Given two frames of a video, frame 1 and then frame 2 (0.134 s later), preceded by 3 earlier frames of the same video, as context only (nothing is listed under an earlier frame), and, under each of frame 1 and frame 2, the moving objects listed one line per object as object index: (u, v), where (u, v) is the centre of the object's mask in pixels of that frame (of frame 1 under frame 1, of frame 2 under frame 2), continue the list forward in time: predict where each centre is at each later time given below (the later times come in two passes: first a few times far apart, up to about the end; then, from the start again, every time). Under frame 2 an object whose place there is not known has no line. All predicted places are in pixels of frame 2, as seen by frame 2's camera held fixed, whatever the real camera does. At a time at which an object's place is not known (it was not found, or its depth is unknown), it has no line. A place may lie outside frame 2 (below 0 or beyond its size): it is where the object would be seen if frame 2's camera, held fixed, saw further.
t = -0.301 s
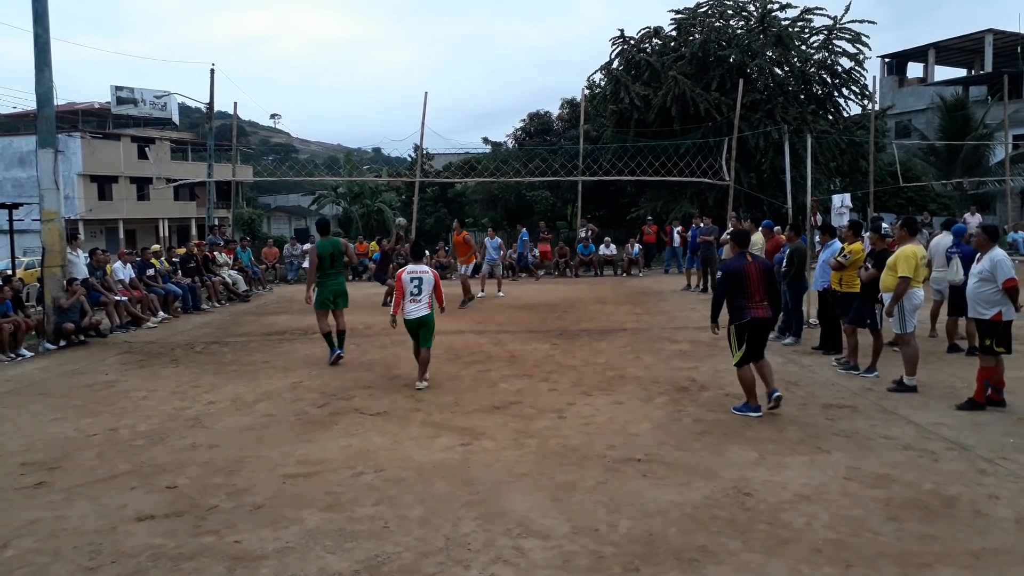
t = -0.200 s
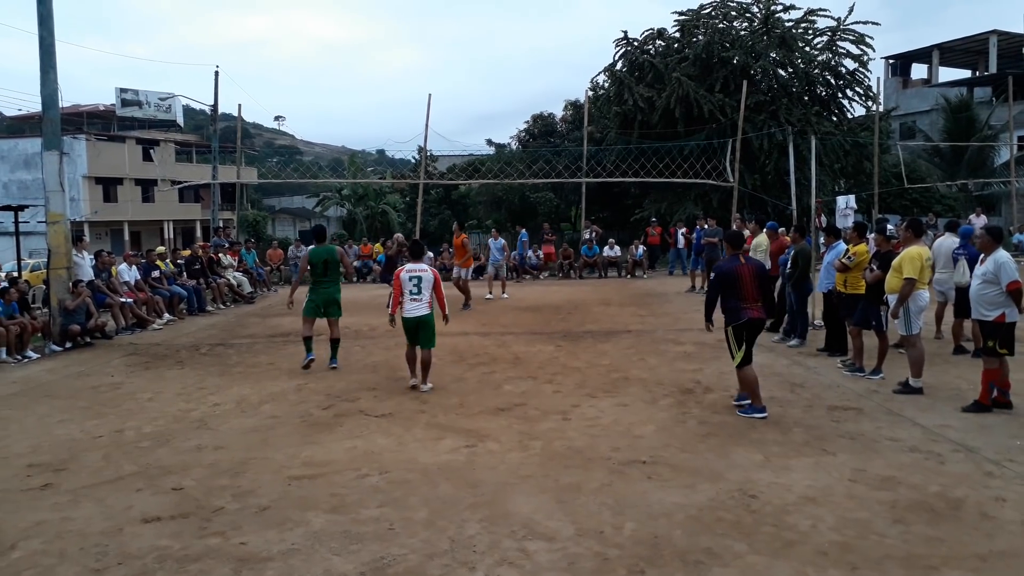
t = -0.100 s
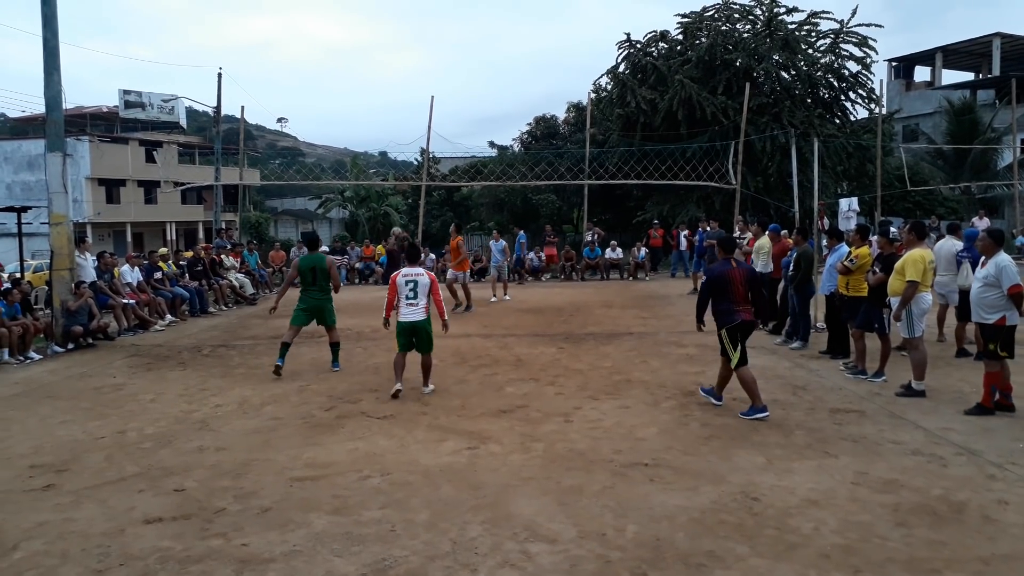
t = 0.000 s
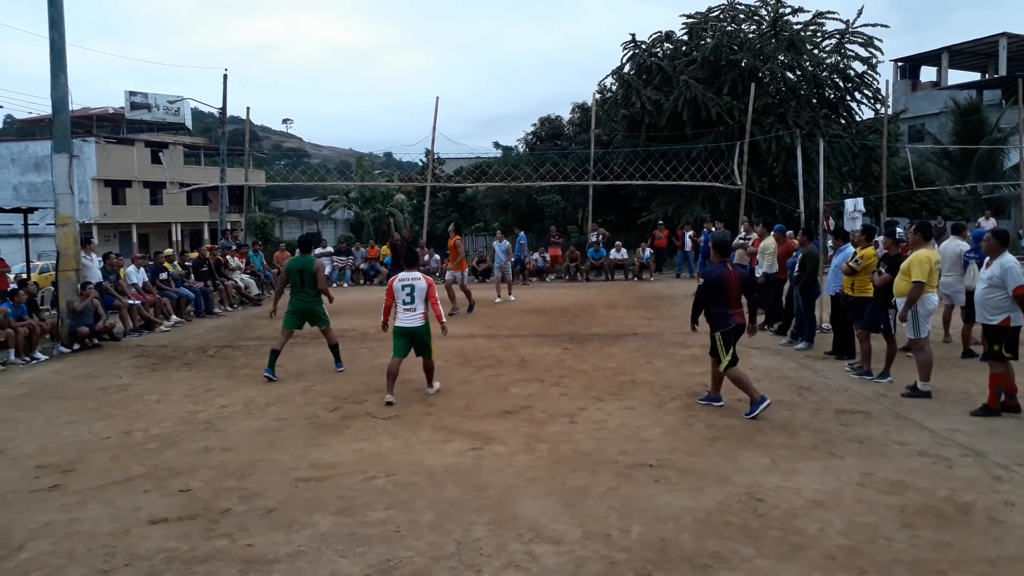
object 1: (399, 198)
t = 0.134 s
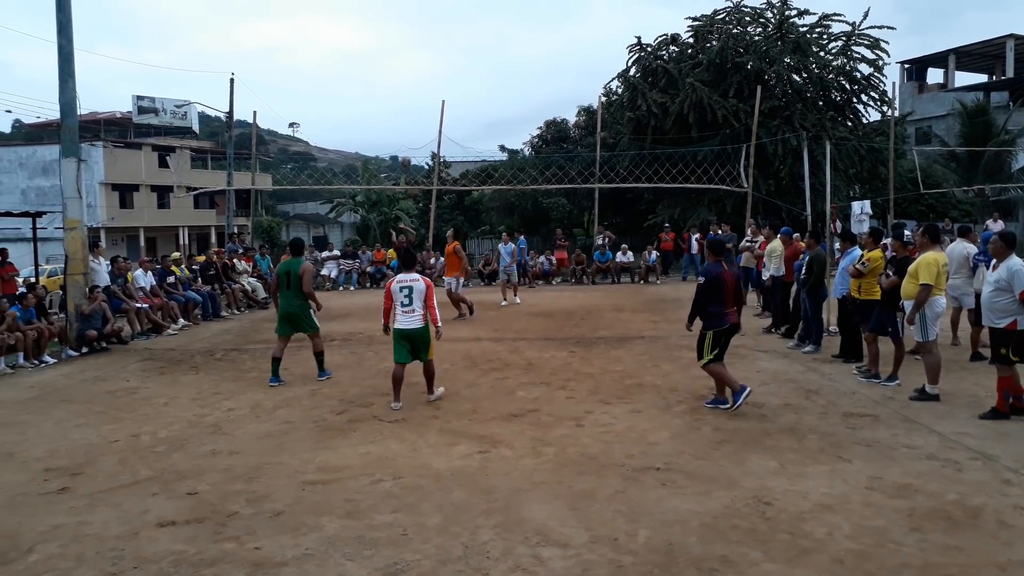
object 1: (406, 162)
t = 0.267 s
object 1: (406, 127)
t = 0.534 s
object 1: (407, 82)
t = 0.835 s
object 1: (411, 75)
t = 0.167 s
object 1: (405, 152)
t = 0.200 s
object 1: (406, 143)
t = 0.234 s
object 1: (406, 135)
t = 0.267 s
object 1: (406, 127)
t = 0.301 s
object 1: (406, 119)
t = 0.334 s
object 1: (406, 113)
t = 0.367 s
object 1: (406, 106)
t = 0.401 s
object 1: (406, 100)
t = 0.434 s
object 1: (406, 95)
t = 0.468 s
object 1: (406, 90)
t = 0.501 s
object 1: (407, 86)
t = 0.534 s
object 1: (407, 82)
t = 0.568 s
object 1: (407, 79)
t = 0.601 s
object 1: (407, 76)
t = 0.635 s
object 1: (408, 74)
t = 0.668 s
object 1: (408, 73)
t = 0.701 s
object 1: (409, 72)
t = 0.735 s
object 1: (409, 72)
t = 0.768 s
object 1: (409, 72)
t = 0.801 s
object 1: (410, 73)
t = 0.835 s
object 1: (411, 75)
